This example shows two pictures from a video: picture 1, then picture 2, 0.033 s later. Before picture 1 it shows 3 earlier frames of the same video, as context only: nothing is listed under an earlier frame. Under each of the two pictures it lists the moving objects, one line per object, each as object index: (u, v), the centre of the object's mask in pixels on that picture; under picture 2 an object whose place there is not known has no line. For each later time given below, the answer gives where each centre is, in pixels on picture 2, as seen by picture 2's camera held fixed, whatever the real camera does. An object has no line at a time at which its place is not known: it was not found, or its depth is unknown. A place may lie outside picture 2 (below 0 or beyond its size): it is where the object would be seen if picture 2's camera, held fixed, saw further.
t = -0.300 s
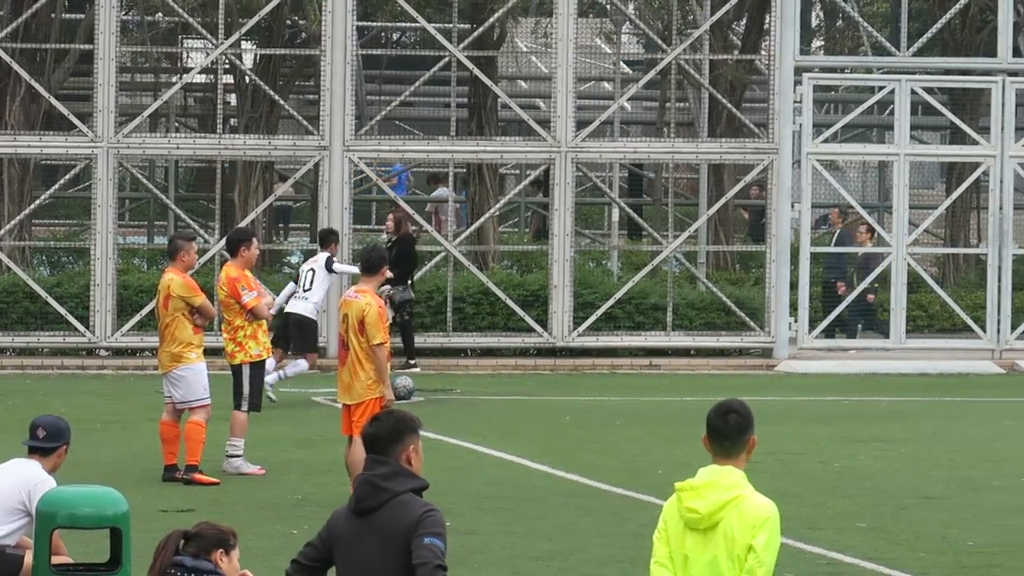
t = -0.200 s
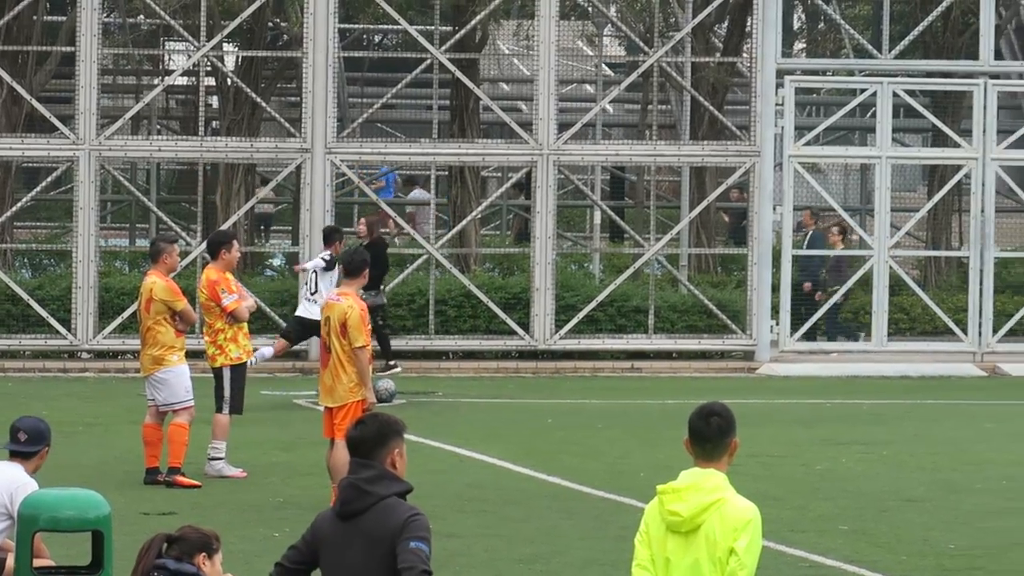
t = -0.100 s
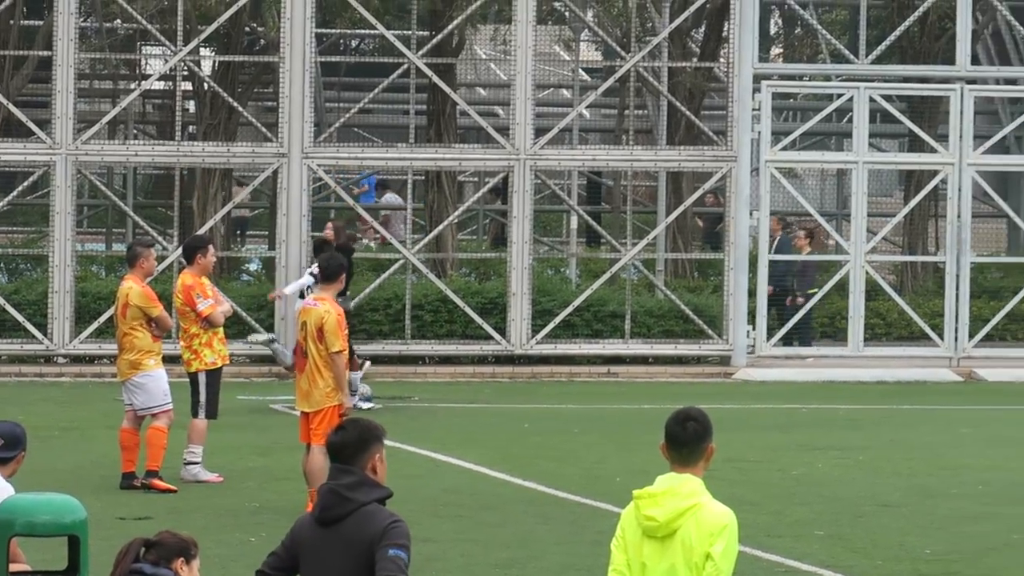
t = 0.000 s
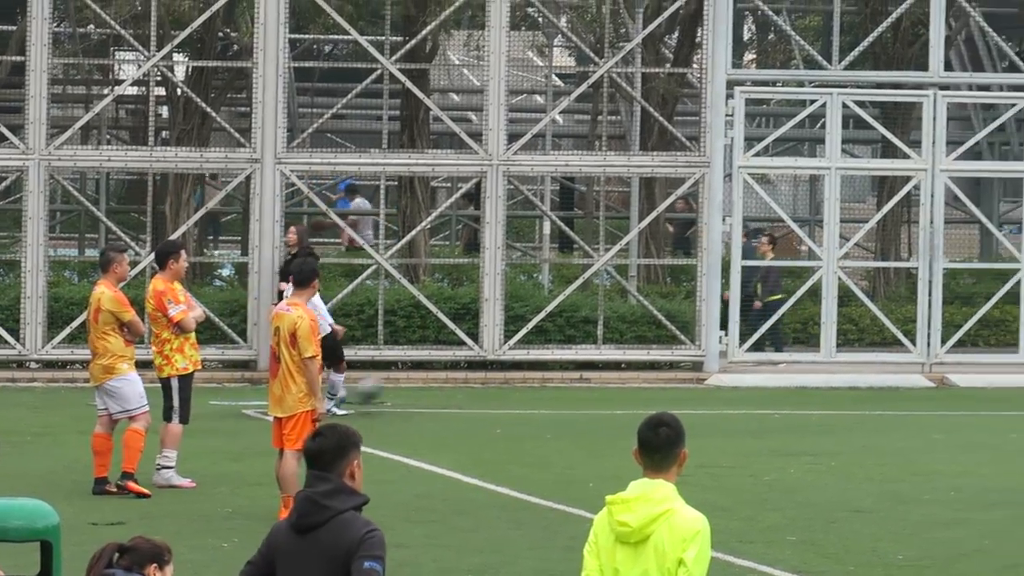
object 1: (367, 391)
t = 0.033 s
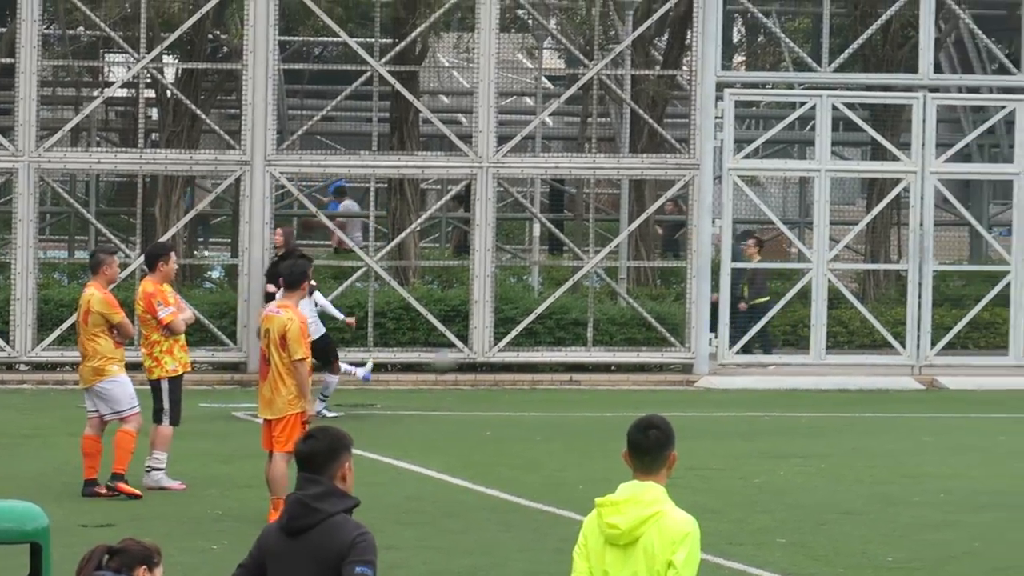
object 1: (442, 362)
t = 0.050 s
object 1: (484, 347)
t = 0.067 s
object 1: (530, 333)
